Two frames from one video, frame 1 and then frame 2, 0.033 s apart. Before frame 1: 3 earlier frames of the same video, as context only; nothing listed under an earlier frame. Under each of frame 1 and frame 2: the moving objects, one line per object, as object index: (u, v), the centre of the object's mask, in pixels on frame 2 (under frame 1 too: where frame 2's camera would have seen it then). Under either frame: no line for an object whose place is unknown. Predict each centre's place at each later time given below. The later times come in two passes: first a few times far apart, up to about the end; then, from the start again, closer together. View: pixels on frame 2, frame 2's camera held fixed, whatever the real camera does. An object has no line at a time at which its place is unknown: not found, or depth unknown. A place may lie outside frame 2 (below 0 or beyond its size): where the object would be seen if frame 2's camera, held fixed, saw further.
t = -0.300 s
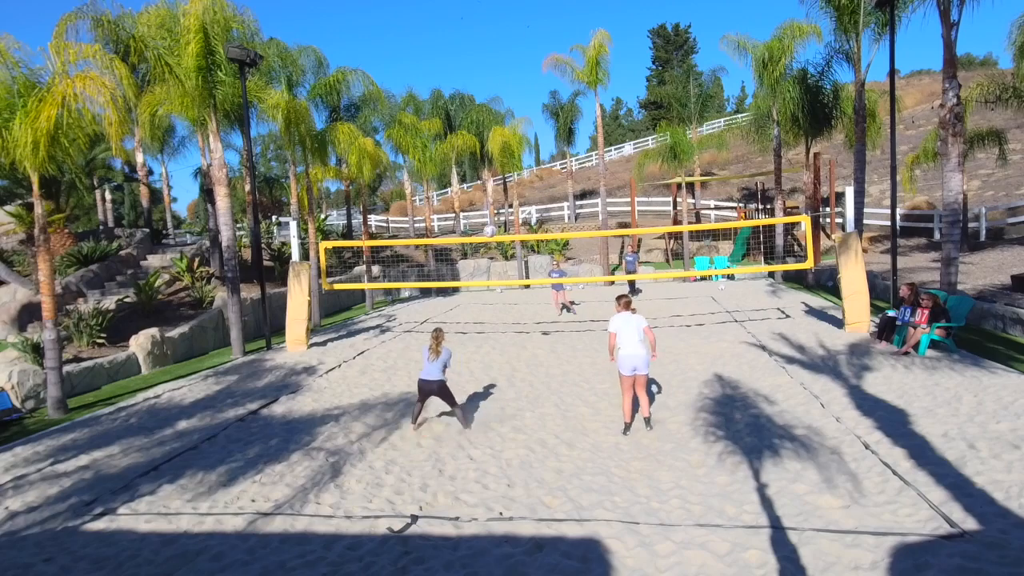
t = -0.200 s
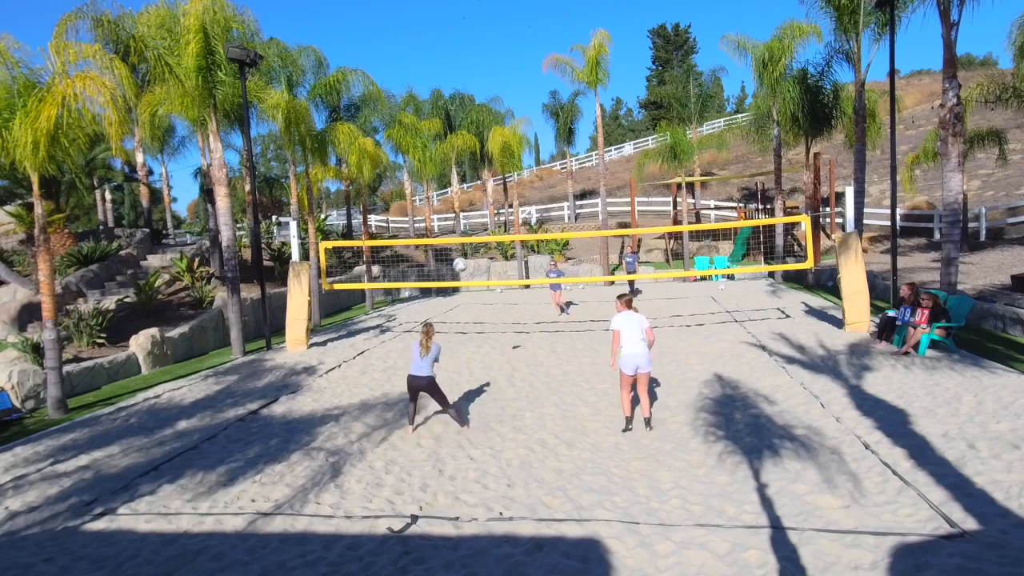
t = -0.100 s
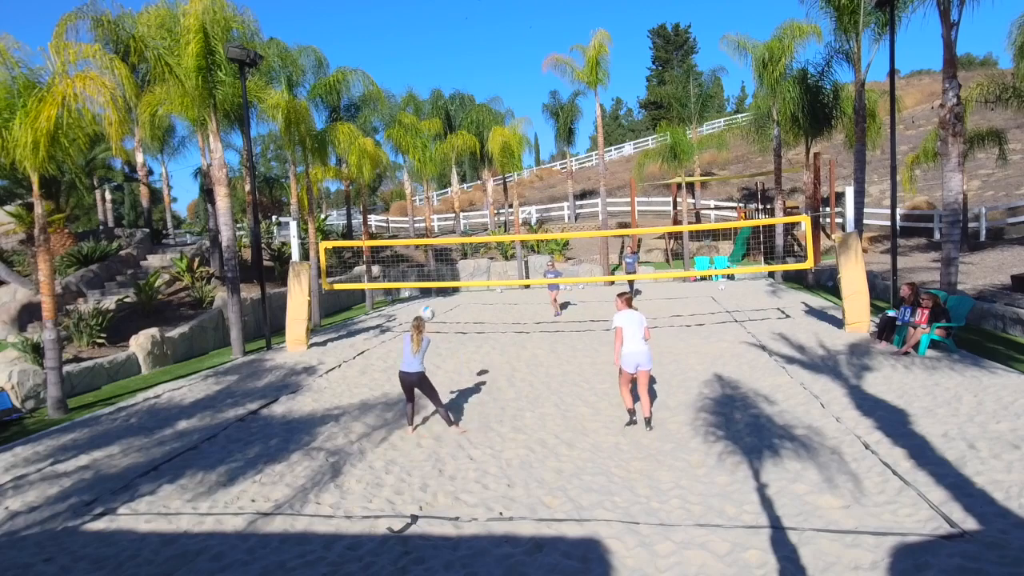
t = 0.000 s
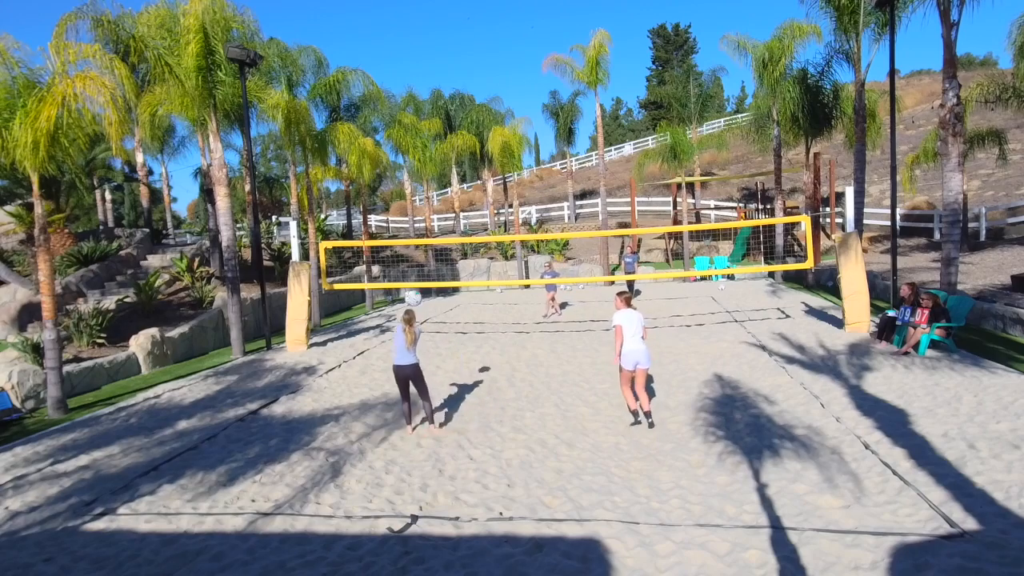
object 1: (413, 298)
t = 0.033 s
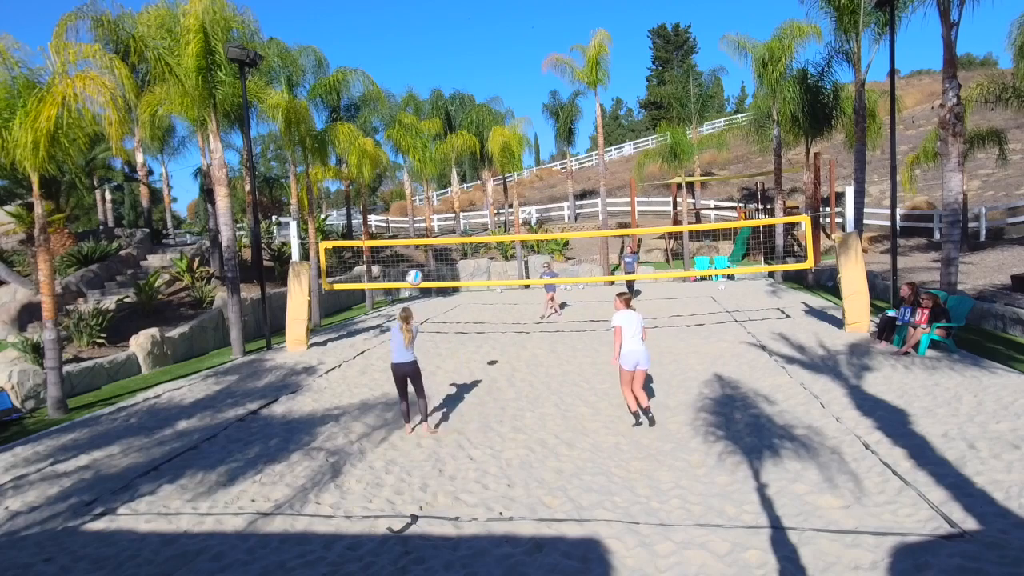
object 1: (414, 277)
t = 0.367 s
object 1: (427, 121)
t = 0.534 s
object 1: (435, 75)
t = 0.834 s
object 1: (452, 43)
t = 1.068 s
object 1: (467, 64)
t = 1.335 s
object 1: (486, 131)
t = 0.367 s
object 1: (427, 121)
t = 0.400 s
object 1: (429, 109)
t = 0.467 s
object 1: (432, 91)
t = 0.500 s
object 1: (434, 83)
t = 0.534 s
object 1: (435, 75)
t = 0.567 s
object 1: (437, 68)
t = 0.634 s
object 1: (441, 57)
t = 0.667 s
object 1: (442, 52)
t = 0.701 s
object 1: (444, 50)
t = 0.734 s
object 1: (446, 47)
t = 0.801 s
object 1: (450, 44)
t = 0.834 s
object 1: (452, 43)
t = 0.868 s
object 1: (454, 44)
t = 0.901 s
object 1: (456, 45)
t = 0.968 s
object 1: (461, 50)
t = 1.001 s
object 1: (463, 54)
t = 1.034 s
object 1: (465, 58)
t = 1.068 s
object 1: (467, 64)
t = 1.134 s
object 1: (472, 76)
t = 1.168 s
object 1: (475, 83)
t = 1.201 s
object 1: (477, 91)
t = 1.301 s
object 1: (484, 119)
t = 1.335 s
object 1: (486, 131)
